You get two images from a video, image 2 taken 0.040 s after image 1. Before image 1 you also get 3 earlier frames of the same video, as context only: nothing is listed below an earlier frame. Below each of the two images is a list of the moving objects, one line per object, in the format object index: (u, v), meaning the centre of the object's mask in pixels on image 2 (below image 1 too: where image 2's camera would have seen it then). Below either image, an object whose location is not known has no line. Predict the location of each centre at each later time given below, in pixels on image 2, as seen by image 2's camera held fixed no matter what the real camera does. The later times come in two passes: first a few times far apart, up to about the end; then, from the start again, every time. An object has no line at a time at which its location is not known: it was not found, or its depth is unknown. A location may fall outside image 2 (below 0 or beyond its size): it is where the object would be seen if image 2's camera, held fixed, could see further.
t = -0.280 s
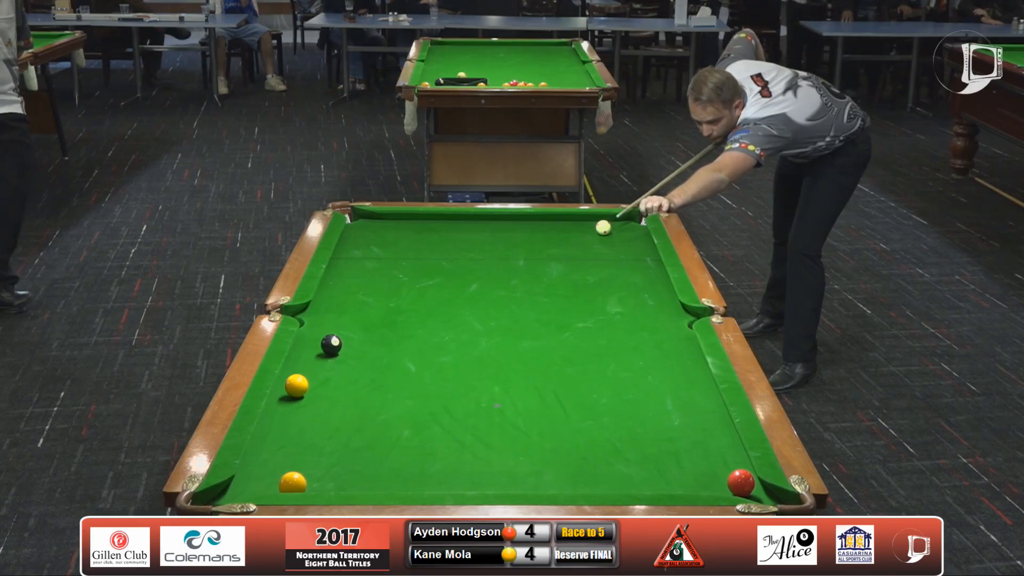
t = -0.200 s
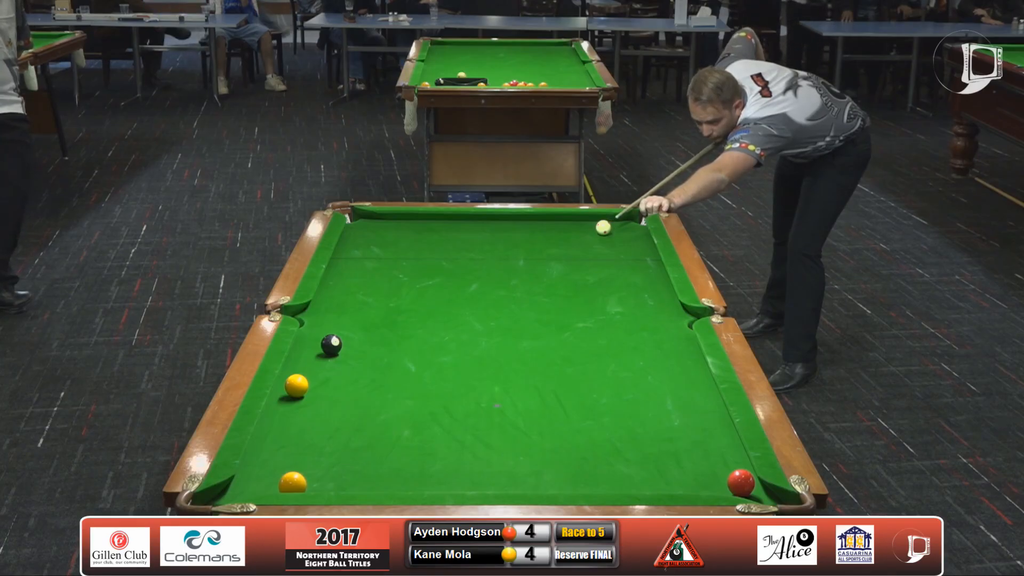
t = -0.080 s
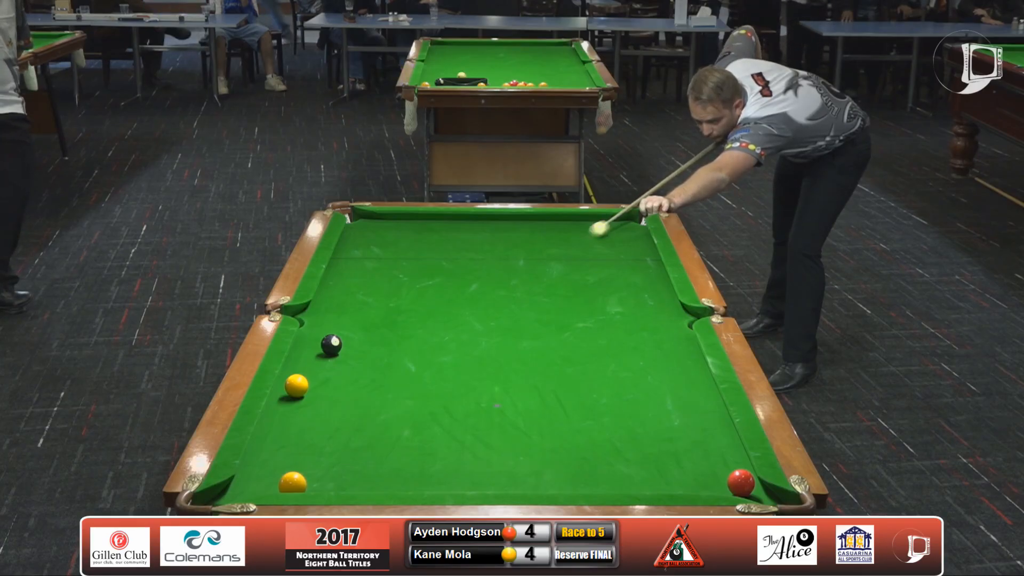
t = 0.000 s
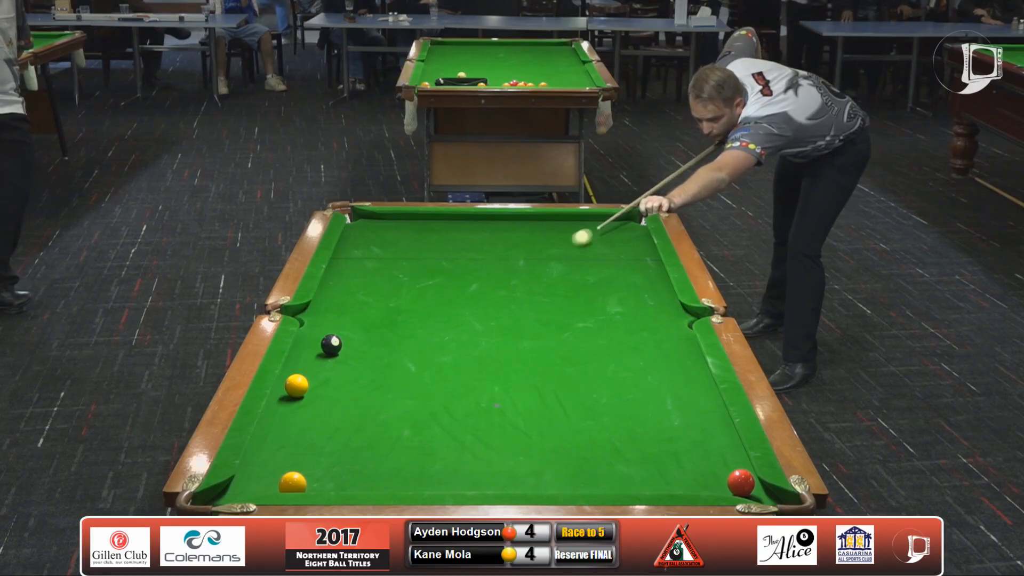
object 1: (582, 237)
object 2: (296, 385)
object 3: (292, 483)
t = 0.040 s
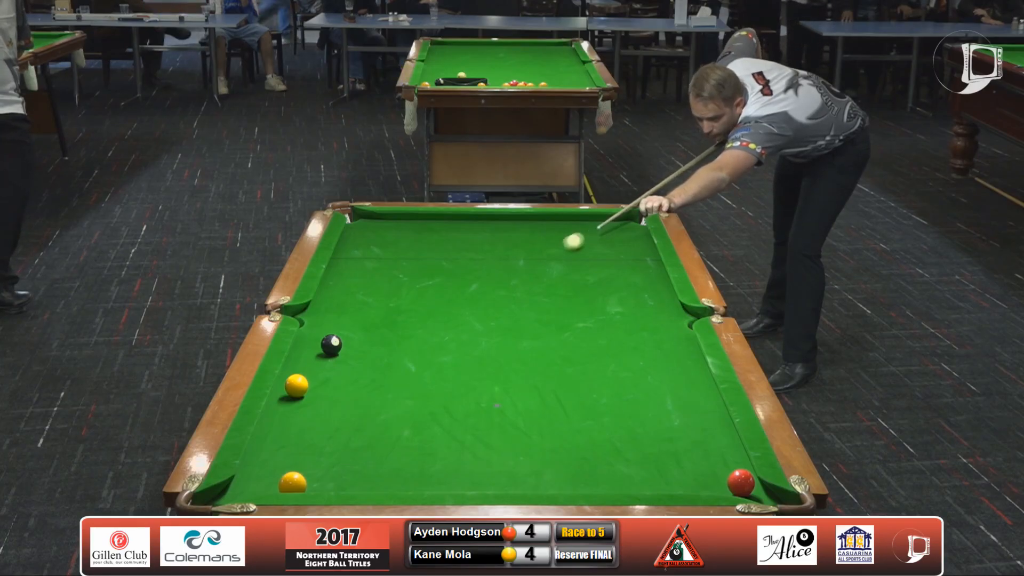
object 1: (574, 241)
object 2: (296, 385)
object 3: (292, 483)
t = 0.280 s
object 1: (521, 267)
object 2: (296, 385)
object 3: (292, 483)
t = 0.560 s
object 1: (451, 302)
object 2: (296, 385)
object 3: (292, 483)
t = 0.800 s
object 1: (383, 336)
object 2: (296, 385)
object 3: (292, 483)
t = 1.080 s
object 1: (291, 375)
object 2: (296, 388)
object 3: (293, 483)
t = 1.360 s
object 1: (330, 383)
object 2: (288, 418)
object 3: (293, 483)
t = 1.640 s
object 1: (367, 389)
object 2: (279, 448)
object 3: (293, 483)
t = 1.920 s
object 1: (401, 394)
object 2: (269, 479)
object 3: (294, 483)
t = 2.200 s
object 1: (431, 400)
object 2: (237, 492)
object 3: (310, 485)
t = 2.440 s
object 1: (454, 403)
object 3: (320, 484)
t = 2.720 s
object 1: (477, 407)
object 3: (327, 483)
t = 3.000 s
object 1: (496, 410)
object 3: (329, 483)
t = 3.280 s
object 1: (511, 413)
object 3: (329, 483)
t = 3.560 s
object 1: (522, 415)
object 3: (329, 483)
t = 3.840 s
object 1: (528, 415)
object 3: (329, 483)
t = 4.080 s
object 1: (530, 415)
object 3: (329, 483)
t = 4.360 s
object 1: (529, 415)
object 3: (329, 483)
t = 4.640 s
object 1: (529, 415)
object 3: (329, 483)
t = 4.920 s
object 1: (529, 415)
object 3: (329, 483)
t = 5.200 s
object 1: (529, 415)
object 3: (329, 483)
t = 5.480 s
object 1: (529, 415)
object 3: (329, 483)
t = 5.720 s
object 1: (529, 415)
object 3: (329, 483)
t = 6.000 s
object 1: (529, 415)
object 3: (329, 483)
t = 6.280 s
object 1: (529, 415)
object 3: (329, 483)
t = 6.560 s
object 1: (529, 415)
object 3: (329, 483)
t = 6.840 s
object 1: (529, 415)
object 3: (329, 483)
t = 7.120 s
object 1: (529, 415)
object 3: (329, 483)
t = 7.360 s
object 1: (529, 415)
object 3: (329, 483)
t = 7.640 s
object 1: (529, 415)
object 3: (329, 483)
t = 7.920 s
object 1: (529, 415)
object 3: (329, 483)
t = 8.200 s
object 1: (529, 415)
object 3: (329, 483)
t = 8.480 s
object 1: (529, 415)
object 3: (329, 483)
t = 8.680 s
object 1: (529, 415)
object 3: (329, 483)
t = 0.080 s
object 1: (565, 246)
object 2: (296, 385)
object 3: (292, 483)
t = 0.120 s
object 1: (557, 250)
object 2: (296, 385)
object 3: (292, 483)
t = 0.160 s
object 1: (548, 254)
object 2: (296, 385)
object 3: (292, 483)
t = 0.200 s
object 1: (539, 258)
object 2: (296, 385)
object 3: (292, 483)
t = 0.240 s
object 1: (530, 262)
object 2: (296, 385)
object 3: (292, 483)
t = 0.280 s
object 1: (521, 267)
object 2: (296, 385)
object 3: (292, 483)
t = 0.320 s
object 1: (512, 272)
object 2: (296, 385)
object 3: (292, 483)
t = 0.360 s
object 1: (502, 277)
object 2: (296, 385)
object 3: (292, 483)
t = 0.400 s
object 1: (492, 281)
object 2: (296, 385)
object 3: (292, 483)
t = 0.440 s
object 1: (482, 286)
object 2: (296, 385)
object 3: (292, 483)
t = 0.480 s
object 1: (473, 291)
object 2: (296, 385)
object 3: (292, 483)
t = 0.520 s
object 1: (462, 296)
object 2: (296, 385)
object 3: (292, 483)
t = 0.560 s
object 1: (451, 302)
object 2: (296, 385)
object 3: (292, 483)
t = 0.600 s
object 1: (441, 307)
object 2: (296, 385)
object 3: (292, 483)
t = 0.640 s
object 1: (429, 313)
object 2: (296, 385)
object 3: (292, 483)
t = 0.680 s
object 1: (418, 318)
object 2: (296, 385)
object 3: (292, 483)
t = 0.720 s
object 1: (407, 324)
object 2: (296, 385)
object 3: (292, 483)
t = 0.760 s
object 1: (395, 330)
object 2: (296, 385)
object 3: (292, 483)
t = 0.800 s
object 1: (383, 336)
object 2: (296, 385)
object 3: (292, 483)
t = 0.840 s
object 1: (371, 342)
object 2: (296, 385)
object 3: (292, 483)
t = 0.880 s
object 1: (359, 347)
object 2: (296, 385)
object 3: (292, 483)
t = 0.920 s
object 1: (346, 354)
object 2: (296, 385)
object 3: (292, 483)
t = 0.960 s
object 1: (332, 361)
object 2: (296, 385)
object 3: (293, 483)
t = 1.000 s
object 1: (319, 368)
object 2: (296, 385)
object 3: (293, 483)
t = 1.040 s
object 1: (308, 371)
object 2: (296, 385)
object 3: (293, 483)
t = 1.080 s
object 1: (291, 375)
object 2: (296, 388)
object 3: (293, 483)
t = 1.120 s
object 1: (294, 376)
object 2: (294, 393)
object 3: (293, 483)
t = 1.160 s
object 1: (302, 378)
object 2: (293, 397)
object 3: (293, 483)
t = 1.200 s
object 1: (307, 380)
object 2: (292, 402)
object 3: (293, 483)
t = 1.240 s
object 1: (313, 380)
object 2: (291, 406)
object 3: (293, 483)
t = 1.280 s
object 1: (319, 382)
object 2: (290, 410)
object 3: (292, 483)
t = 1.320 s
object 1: (325, 382)
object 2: (289, 414)
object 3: (292, 483)
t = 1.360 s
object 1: (330, 383)
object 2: (288, 418)
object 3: (293, 483)
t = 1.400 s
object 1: (336, 384)
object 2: (286, 423)
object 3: (293, 483)
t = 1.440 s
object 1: (341, 385)
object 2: (285, 427)
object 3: (293, 483)
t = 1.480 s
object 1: (346, 386)
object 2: (284, 431)
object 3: (293, 483)
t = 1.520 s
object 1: (352, 387)
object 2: (283, 435)
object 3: (293, 483)
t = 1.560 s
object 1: (357, 387)
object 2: (282, 440)
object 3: (293, 483)
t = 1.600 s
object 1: (362, 388)
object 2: (280, 444)
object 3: (292, 483)
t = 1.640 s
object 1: (367, 389)
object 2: (279, 448)
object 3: (293, 483)
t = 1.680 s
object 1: (372, 390)
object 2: (278, 453)
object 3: (293, 483)
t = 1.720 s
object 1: (377, 390)
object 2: (277, 458)
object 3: (293, 483)
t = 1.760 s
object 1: (382, 391)
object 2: (275, 462)
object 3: (293, 483)
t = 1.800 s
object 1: (387, 392)
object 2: (274, 466)
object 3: (292, 483)
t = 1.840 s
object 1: (392, 393)
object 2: (272, 471)
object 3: (292, 483)
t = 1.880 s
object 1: (396, 394)
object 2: (271, 475)
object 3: (293, 483)
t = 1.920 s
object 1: (401, 394)
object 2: (269, 479)
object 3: (294, 483)
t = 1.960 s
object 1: (406, 395)
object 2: (265, 482)
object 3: (296, 483)
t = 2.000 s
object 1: (410, 396)
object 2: (261, 484)
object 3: (299, 484)
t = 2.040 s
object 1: (414, 396)
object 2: (257, 486)
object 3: (302, 484)
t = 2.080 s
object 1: (419, 397)
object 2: (252, 488)
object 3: (304, 485)
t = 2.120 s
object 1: (423, 398)
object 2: (247, 490)
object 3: (306, 485)
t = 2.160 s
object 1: (427, 398)
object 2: (242, 491)
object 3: (309, 485)
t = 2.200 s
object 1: (431, 400)
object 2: (237, 492)
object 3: (310, 485)
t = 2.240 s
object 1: (435, 400)
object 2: (231, 493)
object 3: (312, 485)
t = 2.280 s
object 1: (439, 401)
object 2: (226, 494)
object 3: (314, 485)
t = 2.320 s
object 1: (443, 401)
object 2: (221, 496)
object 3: (316, 485)
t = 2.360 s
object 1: (447, 402)
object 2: (216, 501)
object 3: (317, 484)
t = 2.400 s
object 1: (450, 403)
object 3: (318, 484)
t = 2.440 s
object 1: (454, 403)
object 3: (320, 484)
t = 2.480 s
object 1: (458, 404)
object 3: (321, 484)
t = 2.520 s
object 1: (461, 404)
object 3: (322, 484)
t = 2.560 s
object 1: (465, 405)
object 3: (323, 483)
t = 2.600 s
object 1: (468, 405)
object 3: (324, 483)
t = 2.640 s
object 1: (471, 406)
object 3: (325, 483)
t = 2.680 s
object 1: (474, 407)
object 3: (326, 483)
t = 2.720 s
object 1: (477, 407)
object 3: (327, 483)
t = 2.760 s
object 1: (481, 407)
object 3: (327, 483)
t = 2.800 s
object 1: (483, 408)
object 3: (328, 483)
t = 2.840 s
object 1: (486, 408)
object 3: (328, 483)
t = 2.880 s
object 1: (489, 409)
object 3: (329, 483)
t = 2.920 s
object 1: (492, 409)
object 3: (329, 483)
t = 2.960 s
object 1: (494, 410)
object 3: (329, 483)
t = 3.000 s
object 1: (496, 410)
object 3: (329, 483)
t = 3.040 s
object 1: (499, 411)
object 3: (329, 483)
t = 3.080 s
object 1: (501, 411)
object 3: (330, 483)
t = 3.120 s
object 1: (504, 412)
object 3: (330, 483)
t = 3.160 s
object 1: (506, 412)
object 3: (329, 483)
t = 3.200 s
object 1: (508, 412)
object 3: (329, 483)
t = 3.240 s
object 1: (510, 413)
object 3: (329, 483)
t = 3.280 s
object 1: (511, 413)
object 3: (329, 483)
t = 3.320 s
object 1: (513, 413)
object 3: (329, 483)
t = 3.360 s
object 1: (515, 414)
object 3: (329, 483)
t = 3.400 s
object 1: (516, 414)
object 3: (329, 483)
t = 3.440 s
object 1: (518, 414)
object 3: (329, 483)
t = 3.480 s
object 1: (519, 414)
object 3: (329, 483)
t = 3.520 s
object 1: (521, 414)
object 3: (329, 483)
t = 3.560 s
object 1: (522, 415)
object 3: (329, 483)
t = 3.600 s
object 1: (523, 415)
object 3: (329, 483)
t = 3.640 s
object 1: (524, 415)
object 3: (329, 483)
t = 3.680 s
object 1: (525, 415)
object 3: (329, 483)
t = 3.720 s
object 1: (526, 415)
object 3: (329, 483)
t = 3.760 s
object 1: (527, 415)
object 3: (329, 483)
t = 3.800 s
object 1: (528, 415)
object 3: (329, 483)
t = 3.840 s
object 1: (528, 415)
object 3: (329, 483)
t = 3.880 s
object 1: (529, 415)
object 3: (329, 483)
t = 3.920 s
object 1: (530, 416)
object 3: (329, 483)
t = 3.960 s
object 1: (530, 415)
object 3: (329, 483)
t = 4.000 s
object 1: (530, 416)
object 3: (329, 483)
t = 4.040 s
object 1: (530, 415)
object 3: (329, 483)
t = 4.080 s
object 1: (530, 415)
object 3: (329, 483)
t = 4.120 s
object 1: (530, 416)
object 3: (329, 483)
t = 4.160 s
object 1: (530, 415)
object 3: (329, 483)
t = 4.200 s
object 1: (529, 415)
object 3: (329, 483)
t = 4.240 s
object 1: (529, 415)
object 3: (329, 483)
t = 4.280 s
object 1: (529, 415)
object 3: (329, 483)
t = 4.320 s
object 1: (529, 415)
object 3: (329, 483)
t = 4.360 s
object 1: (529, 415)
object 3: (329, 483)
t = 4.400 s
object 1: (529, 415)
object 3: (329, 483)
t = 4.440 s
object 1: (529, 415)
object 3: (329, 483)
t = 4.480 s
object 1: (529, 415)
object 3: (329, 483)
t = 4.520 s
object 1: (529, 415)
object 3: (329, 483)
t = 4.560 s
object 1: (529, 415)
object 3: (329, 483)
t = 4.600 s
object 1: (529, 415)
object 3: (329, 483)
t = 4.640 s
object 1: (529, 415)
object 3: (329, 483)
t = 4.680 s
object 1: (529, 415)
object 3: (329, 483)
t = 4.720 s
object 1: (529, 415)
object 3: (329, 483)
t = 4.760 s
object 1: (529, 415)
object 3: (329, 483)
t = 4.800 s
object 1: (529, 415)
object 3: (329, 483)
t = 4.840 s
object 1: (529, 415)
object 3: (329, 483)
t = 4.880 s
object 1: (529, 415)
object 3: (329, 483)
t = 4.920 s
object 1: (529, 415)
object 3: (329, 483)
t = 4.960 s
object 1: (529, 415)
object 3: (329, 483)
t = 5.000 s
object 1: (529, 415)
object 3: (329, 483)
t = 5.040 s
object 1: (529, 415)
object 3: (329, 483)
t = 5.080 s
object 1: (529, 415)
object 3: (329, 483)
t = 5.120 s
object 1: (529, 415)
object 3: (329, 483)
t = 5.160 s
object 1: (529, 415)
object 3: (329, 483)
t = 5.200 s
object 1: (529, 415)
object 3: (329, 483)
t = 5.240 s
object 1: (529, 415)
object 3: (329, 483)
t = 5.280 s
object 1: (529, 415)
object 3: (329, 483)
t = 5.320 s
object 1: (529, 415)
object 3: (329, 483)
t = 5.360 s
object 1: (529, 415)
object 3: (329, 483)
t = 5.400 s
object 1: (529, 415)
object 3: (329, 483)
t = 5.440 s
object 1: (529, 415)
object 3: (329, 483)
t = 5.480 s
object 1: (529, 415)
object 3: (329, 483)
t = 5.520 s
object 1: (529, 415)
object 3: (329, 483)
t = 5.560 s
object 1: (529, 415)
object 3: (329, 483)
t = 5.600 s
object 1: (529, 415)
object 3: (329, 483)
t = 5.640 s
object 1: (529, 415)
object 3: (329, 483)
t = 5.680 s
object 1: (529, 415)
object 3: (329, 483)
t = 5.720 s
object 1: (529, 415)
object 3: (329, 483)
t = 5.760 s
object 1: (529, 415)
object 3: (329, 483)
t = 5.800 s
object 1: (529, 415)
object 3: (329, 483)
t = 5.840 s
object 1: (529, 415)
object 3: (329, 483)
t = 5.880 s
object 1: (529, 415)
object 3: (329, 483)
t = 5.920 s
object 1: (529, 415)
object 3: (329, 483)
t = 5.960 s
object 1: (529, 415)
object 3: (329, 483)
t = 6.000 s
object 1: (529, 415)
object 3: (329, 483)
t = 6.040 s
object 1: (529, 415)
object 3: (329, 483)
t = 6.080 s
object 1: (529, 415)
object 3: (329, 483)
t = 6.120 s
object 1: (529, 415)
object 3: (329, 483)
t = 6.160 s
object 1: (529, 415)
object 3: (329, 483)
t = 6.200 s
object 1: (529, 415)
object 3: (329, 483)
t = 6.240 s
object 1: (529, 415)
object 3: (329, 483)
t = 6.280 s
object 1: (529, 415)
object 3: (329, 483)
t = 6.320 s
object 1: (529, 415)
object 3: (329, 483)
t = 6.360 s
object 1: (529, 415)
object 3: (329, 483)
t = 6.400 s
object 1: (529, 415)
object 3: (329, 483)
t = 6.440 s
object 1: (529, 415)
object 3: (329, 483)
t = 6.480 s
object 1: (529, 415)
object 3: (329, 483)
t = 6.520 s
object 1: (529, 415)
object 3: (329, 483)
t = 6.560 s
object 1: (529, 415)
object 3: (329, 483)
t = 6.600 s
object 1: (529, 415)
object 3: (329, 483)
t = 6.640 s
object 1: (529, 415)
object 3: (329, 483)
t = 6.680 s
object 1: (529, 415)
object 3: (329, 483)
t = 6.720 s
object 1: (529, 415)
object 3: (329, 483)
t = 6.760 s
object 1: (529, 415)
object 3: (329, 483)
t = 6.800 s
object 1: (529, 415)
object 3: (329, 483)
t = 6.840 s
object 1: (529, 415)
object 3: (329, 483)
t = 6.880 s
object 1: (529, 415)
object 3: (329, 483)
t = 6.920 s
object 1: (529, 415)
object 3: (329, 483)
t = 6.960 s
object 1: (529, 415)
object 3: (329, 483)
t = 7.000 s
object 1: (529, 415)
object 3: (329, 483)
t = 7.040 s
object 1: (529, 415)
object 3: (329, 483)
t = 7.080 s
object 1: (529, 415)
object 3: (329, 483)
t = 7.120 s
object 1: (529, 415)
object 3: (329, 483)
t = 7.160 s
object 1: (529, 415)
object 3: (329, 483)
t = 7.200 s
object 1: (529, 415)
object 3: (329, 483)
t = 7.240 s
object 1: (529, 415)
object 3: (329, 483)
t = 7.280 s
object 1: (529, 415)
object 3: (329, 483)
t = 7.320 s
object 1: (529, 415)
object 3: (329, 483)
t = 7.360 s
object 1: (529, 415)
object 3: (329, 483)
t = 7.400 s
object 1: (529, 415)
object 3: (329, 483)
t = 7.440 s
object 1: (529, 415)
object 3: (329, 483)
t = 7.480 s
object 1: (529, 415)
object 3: (329, 483)
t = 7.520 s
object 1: (529, 415)
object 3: (329, 483)
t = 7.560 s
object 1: (529, 415)
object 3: (329, 483)
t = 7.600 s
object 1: (529, 415)
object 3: (329, 483)
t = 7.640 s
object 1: (529, 415)
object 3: (329, 483)
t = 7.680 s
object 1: (529, 415)
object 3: (329, 483)
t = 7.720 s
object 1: (529, 415)
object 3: (329, 483)
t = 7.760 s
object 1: (529, 415)
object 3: (329, 483)
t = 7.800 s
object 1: (529, 415)
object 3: (329, 483)
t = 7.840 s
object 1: (529, 415)
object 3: (329, 483)
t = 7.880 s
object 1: (529, 415)
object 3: (329, 483)
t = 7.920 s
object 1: (529, 415)
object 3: (329, 483)
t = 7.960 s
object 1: (529, 415)
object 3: (329, 483)
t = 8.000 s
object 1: (529, 415)
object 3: (329, 483)
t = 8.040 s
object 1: (529, 416)
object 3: (329, 483)
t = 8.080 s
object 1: (529, 416)
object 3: (329, 483)
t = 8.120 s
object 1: (529, 415)
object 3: (329, 483)
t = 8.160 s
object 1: (529, 415)
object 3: (329, 483)
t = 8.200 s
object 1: (529, 415)
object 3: (329, 483)
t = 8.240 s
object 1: (529, 415)
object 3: (329, 483)
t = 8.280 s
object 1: (529, 415)
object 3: (329, 483)
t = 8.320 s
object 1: (529, 416)
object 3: (329, 483)
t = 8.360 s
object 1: (529, 415)
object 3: (329, 483)
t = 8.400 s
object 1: (529, 415)
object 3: (329, 483)
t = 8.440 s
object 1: (529, 415)
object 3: (329, 483)
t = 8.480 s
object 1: (529, 415)
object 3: (329, 483)
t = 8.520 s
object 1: (529, 415)
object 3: (329, 483)
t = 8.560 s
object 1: (529, 415)
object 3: (329, 483)
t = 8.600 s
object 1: (529, 415)
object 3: (329, 483)
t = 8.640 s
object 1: (529, 415)
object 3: (329, 483)
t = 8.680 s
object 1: (529, 415)
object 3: (329, 483)
